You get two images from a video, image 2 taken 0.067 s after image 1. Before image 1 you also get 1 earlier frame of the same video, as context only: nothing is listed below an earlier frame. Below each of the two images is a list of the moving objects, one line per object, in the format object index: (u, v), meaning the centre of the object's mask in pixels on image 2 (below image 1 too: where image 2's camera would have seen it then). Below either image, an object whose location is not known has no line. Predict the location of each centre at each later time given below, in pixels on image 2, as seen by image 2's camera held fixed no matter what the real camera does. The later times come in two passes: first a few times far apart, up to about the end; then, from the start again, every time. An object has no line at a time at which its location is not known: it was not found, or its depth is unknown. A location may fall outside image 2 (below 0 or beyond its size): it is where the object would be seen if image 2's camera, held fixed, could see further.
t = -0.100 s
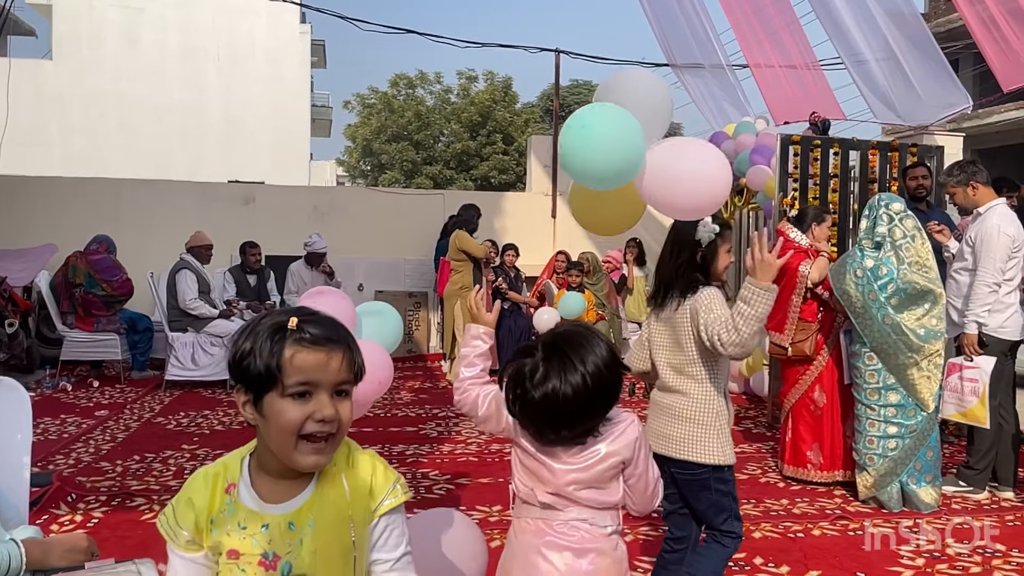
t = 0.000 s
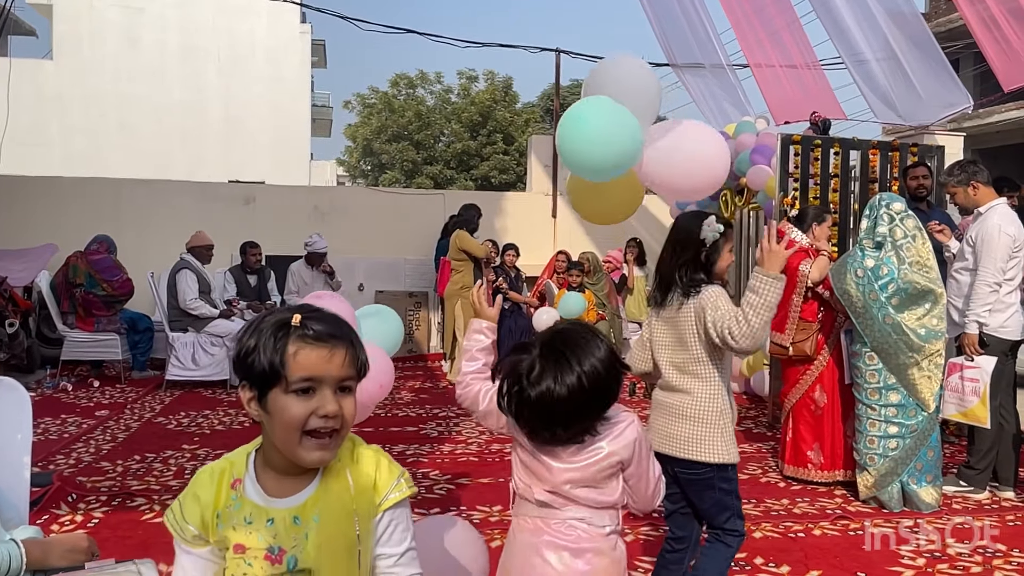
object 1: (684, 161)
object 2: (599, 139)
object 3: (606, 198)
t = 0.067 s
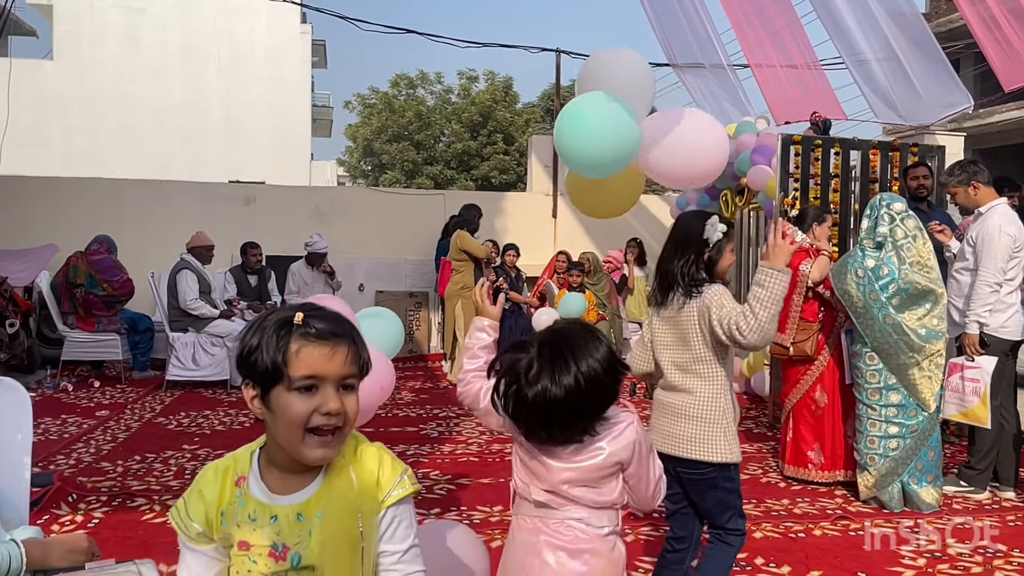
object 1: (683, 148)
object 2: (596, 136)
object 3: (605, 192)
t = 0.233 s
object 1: (678, 119)
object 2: (591, 124)
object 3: (604, 178)
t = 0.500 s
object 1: (665, 80)
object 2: (585, 98)
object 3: (601, 156)
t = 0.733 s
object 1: (655, 56)
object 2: (585, 80)
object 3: (598, 137)
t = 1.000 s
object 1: (642, 34)
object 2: (579, 62)
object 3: (588, 119)
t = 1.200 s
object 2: (573, 51)
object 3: (583, 109)
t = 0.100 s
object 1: (682, 142)
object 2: (596, 133)
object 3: (605, 189)
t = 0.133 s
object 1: (681, 136)
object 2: (595, 130)
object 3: (605, 186)
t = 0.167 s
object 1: (680, 130)
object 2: (594, 128)
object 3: (605, 184)
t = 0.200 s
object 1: (679, 125)
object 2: (592, 126)
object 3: (605, 181)
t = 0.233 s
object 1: (678, 119)
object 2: (591, 124)
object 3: (604, 178)
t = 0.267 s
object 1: (677, 114)
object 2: (590, 121)
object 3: (604, 175)
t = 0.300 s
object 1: (676, 108)
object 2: (589, 118)
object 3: (603, 172)
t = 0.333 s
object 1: (674, 103)
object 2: (588, 115)
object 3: (603, 170)
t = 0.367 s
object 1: (672, 98)
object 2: (587, 112)
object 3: (602, 167)
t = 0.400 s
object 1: (670, 93)
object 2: (587, 109)
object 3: (601, 165)
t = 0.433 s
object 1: (669, 89)
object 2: (586, 105)
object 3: (601, 162)
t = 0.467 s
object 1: (667, 84)
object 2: (585, 102)
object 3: (601, 159)
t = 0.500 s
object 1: (665, 80)
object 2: (585, 98)
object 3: (601, 156)
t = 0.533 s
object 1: (663, 76)
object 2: (585, 95)
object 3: (601, 154)
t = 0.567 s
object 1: (662, 73)
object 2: (585, 92)
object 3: (600, 151)
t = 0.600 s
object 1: (660, 69)
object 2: (585, 89)
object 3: (600, 148)
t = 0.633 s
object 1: (659, 66)
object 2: (585, 87)
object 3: (600, 145)
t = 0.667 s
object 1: (657, 63)
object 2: (585, 85)
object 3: (600, 142)
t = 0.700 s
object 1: (657, 59)
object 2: (585, 82)
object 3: (599, 139)
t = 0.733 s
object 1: (655, 56)
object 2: (585, 80)
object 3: (598, 137)
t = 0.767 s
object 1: (654, 52)
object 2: (584, 78)
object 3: (598, 134)
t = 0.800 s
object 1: (652, 48)
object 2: (584, 75)
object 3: (596, 131)
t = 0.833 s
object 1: (651, 45)
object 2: (584, 73)
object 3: (595, 129)
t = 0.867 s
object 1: (649, 42)
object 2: (583, 71)
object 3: (593, 127)
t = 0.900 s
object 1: (647, 39)
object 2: (582, 69)
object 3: (592, 125)
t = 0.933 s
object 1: (646, 37)
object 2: (581, 66)
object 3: (590, 123)
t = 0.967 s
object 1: (644, 35)
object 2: (580, 64)
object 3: (589, 121)
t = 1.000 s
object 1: (642, 34)
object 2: (579, 62)
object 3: (588, 119)
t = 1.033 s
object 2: (578, 60)
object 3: (587, 117)
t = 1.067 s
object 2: (576, 58)
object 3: (586, 115)
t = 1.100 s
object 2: (575, 57)
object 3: (585, 113)
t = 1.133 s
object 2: (574, 55)
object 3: (585, 112)
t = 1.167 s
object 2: (574, 54)
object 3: (584, 111)
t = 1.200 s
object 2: (573, 51)
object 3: (583, 109)
